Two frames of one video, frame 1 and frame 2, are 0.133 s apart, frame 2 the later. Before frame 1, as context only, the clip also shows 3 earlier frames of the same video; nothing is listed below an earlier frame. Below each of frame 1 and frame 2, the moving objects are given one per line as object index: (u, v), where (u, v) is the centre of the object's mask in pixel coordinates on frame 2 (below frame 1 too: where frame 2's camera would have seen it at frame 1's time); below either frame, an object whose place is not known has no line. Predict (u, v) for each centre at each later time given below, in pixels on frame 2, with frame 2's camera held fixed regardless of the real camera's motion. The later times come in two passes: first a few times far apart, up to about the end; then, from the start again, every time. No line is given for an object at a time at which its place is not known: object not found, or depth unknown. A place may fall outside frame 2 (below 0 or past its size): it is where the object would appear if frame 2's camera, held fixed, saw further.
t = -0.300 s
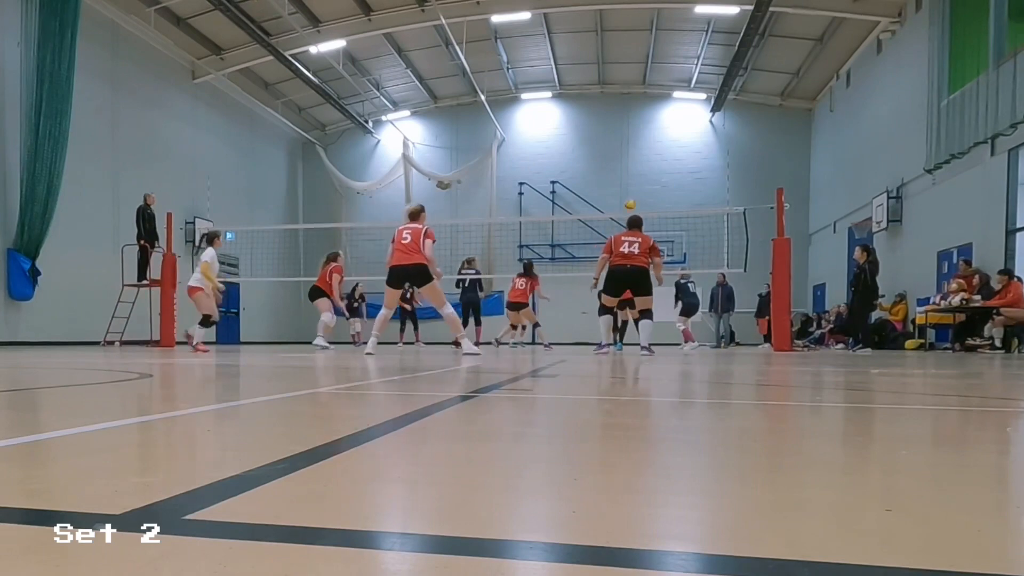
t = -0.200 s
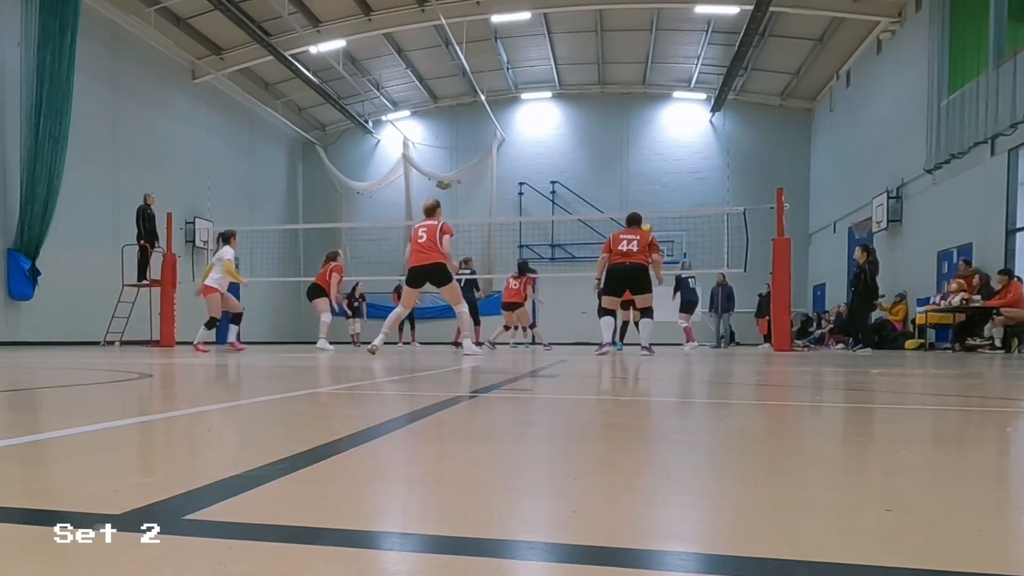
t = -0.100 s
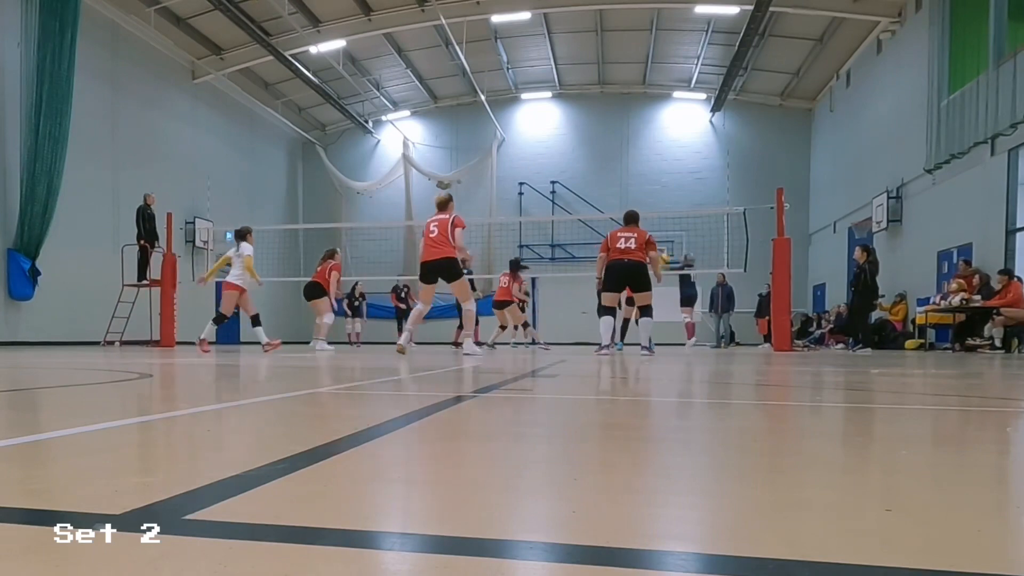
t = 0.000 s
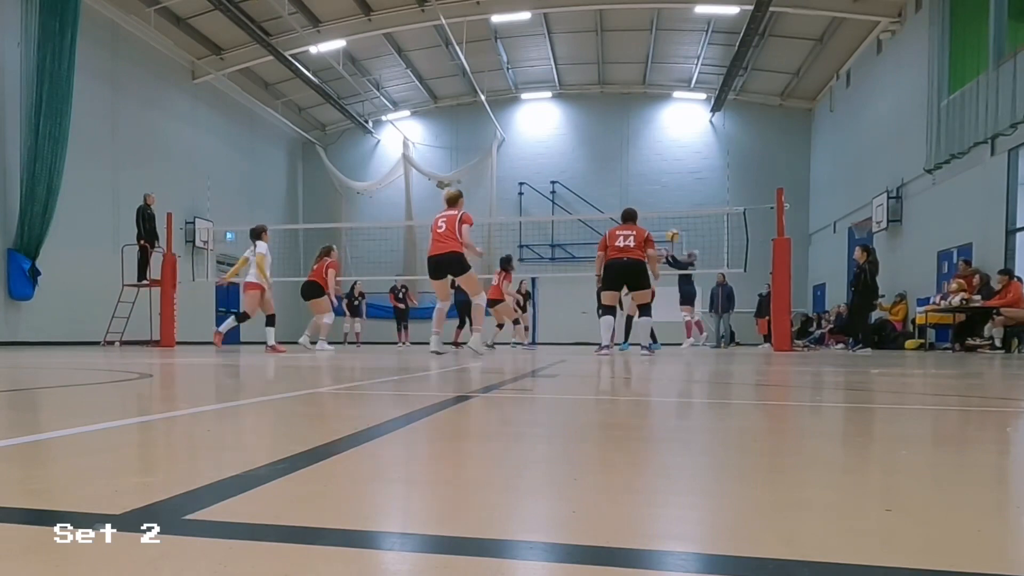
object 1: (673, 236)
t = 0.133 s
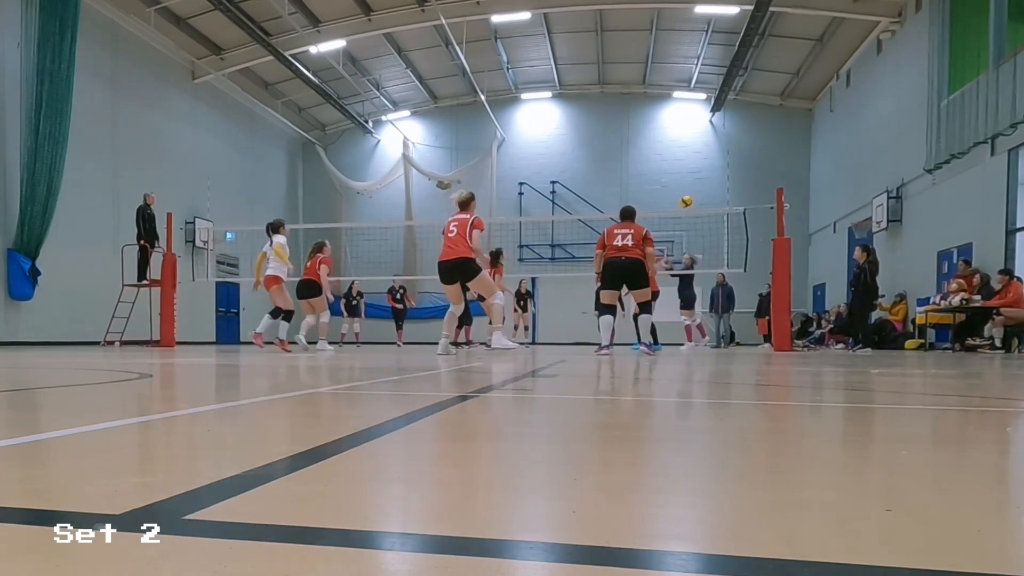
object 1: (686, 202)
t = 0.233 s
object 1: (697, 182)
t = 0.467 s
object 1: (729, 157)
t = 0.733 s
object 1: (781, 185)
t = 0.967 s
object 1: (843, 290)
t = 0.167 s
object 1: (689, 194)
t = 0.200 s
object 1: (693, 188)
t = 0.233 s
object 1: (697, 182)
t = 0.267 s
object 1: (702, 176)
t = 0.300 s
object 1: (706, 172)
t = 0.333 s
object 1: (710, 167)
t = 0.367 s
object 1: (715, 163)
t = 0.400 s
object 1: (719, 160)
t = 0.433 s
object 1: (724, 158)
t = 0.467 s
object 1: (729, 157)
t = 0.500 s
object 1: (735, 156)
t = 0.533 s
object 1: (740, 157)
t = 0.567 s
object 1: (746, 159)
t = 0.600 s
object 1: (752, 161)
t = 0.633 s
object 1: (759, 165)
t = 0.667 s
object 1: (765, 170)
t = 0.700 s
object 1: (772, 177)
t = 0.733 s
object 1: (781, 185)
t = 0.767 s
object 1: (788, 194)
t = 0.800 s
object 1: (796, 205)
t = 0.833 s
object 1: (805, 217)
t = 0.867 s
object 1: (813, 232)
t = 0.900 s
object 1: (823, 248)
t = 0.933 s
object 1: (832, 268)
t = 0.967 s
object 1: (843, 290)
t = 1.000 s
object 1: (853, 315)
